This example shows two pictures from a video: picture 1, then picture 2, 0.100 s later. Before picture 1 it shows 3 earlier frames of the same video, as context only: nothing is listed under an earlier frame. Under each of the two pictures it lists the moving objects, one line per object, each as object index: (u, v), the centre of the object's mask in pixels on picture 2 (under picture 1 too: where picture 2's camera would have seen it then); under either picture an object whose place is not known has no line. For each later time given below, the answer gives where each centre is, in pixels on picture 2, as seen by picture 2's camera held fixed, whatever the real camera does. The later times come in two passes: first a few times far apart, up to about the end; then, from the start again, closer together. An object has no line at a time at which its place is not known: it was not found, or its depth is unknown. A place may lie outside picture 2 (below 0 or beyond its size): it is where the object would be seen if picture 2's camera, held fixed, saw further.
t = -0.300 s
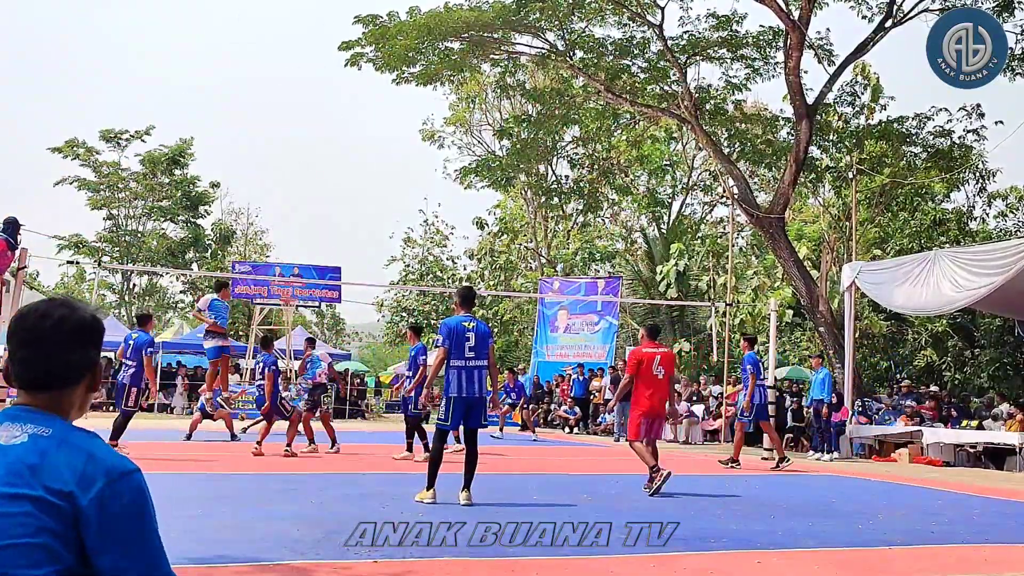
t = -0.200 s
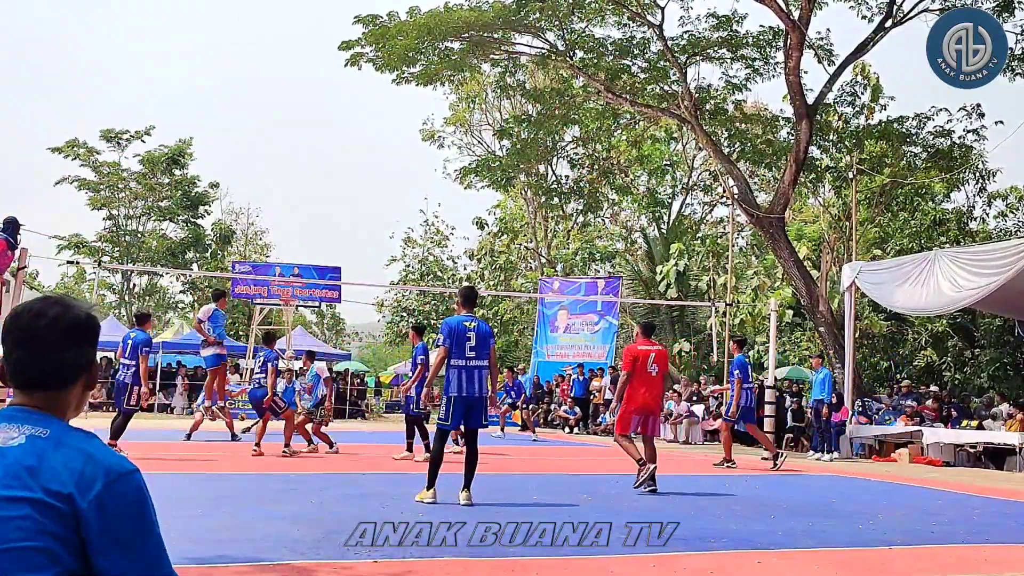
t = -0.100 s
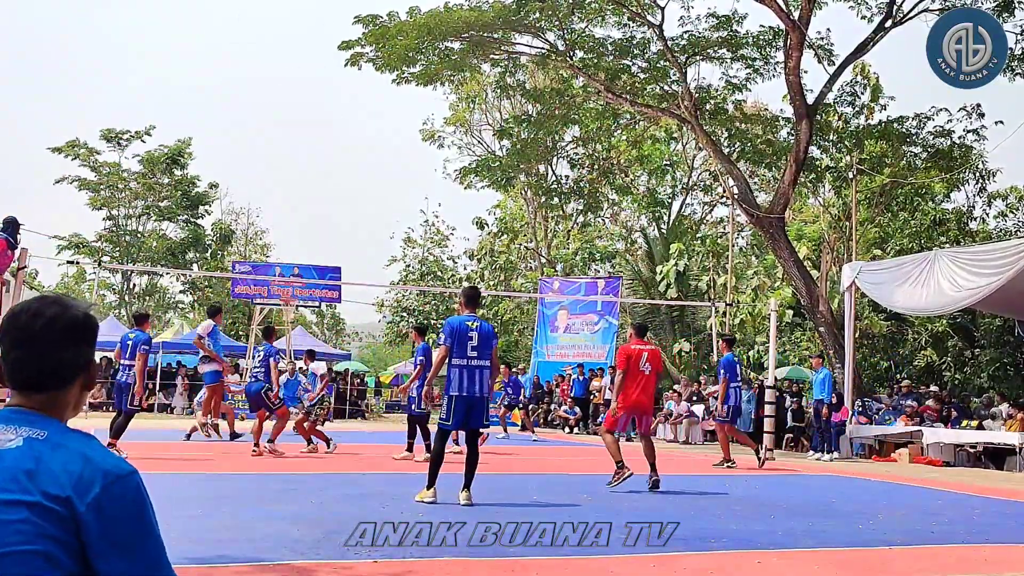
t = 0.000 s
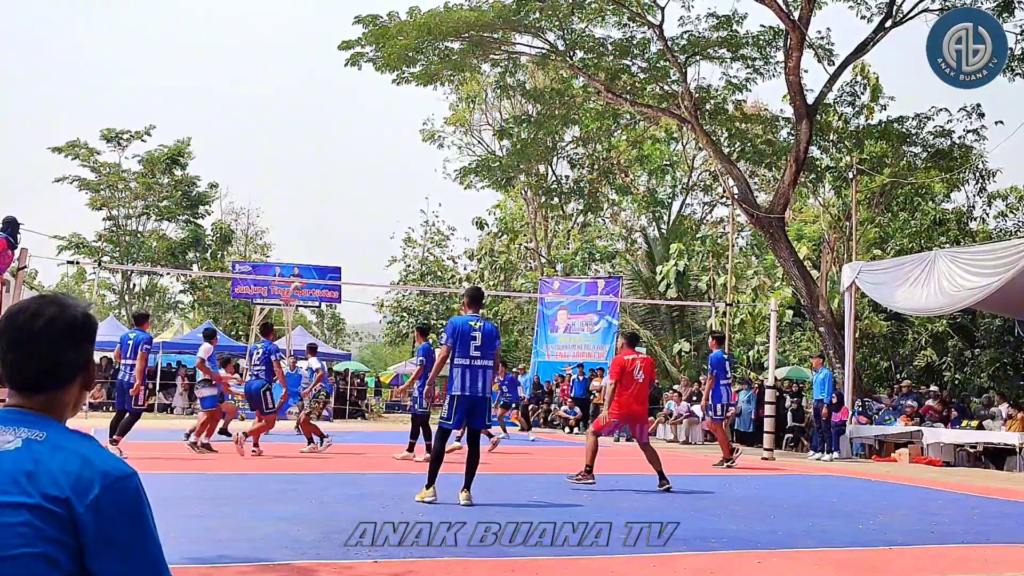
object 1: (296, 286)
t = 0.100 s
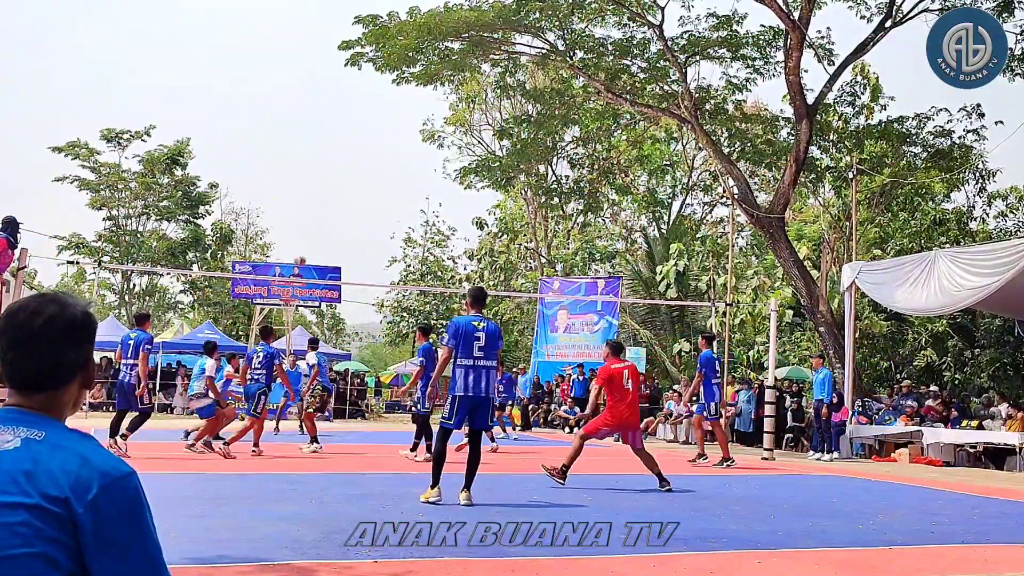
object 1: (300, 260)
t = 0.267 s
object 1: (305, 227)
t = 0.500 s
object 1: (312, 203)
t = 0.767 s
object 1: (318, 209)
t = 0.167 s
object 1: (302, 246)
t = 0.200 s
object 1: (303, 239)
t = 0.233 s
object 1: (304, 233)
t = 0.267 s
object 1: (305, 227)
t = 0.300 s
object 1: (306, 222)
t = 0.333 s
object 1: (307, 217)
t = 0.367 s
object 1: (308, 213)
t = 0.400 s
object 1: (309, 210)
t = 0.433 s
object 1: (310, 207)
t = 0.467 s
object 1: (311, 205)
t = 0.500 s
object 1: (312, 203)
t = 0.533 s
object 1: (312, 201)
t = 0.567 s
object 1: (313, 201)
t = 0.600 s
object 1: (314, 201)
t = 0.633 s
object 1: (315, 201)
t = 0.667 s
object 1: (316, 202)
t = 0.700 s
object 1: (316, 204)
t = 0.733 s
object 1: (317, 206)
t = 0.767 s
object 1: (318, 209)
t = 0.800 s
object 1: (319, 213)
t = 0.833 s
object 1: (319, 217)
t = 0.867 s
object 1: (320, 222)
